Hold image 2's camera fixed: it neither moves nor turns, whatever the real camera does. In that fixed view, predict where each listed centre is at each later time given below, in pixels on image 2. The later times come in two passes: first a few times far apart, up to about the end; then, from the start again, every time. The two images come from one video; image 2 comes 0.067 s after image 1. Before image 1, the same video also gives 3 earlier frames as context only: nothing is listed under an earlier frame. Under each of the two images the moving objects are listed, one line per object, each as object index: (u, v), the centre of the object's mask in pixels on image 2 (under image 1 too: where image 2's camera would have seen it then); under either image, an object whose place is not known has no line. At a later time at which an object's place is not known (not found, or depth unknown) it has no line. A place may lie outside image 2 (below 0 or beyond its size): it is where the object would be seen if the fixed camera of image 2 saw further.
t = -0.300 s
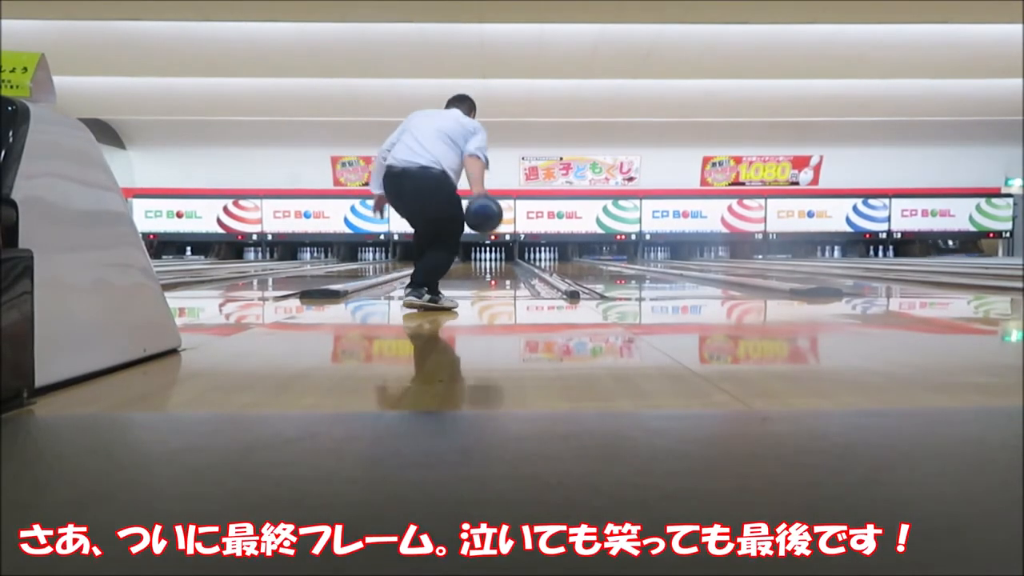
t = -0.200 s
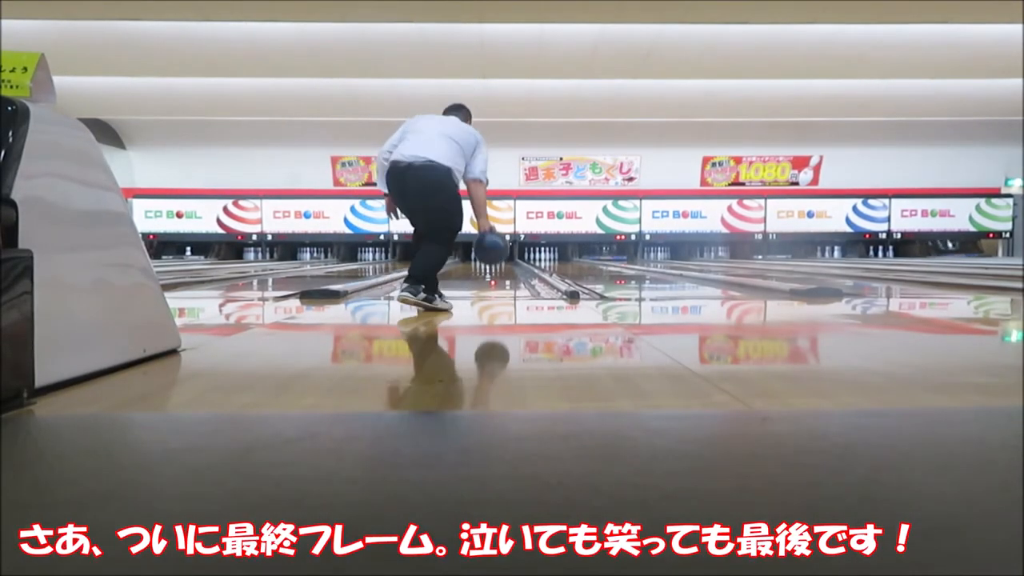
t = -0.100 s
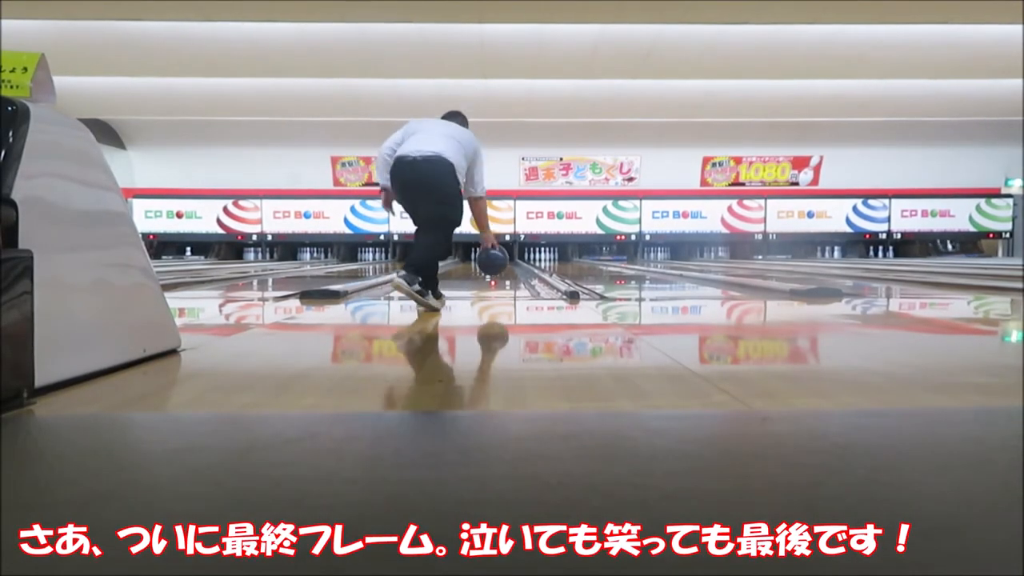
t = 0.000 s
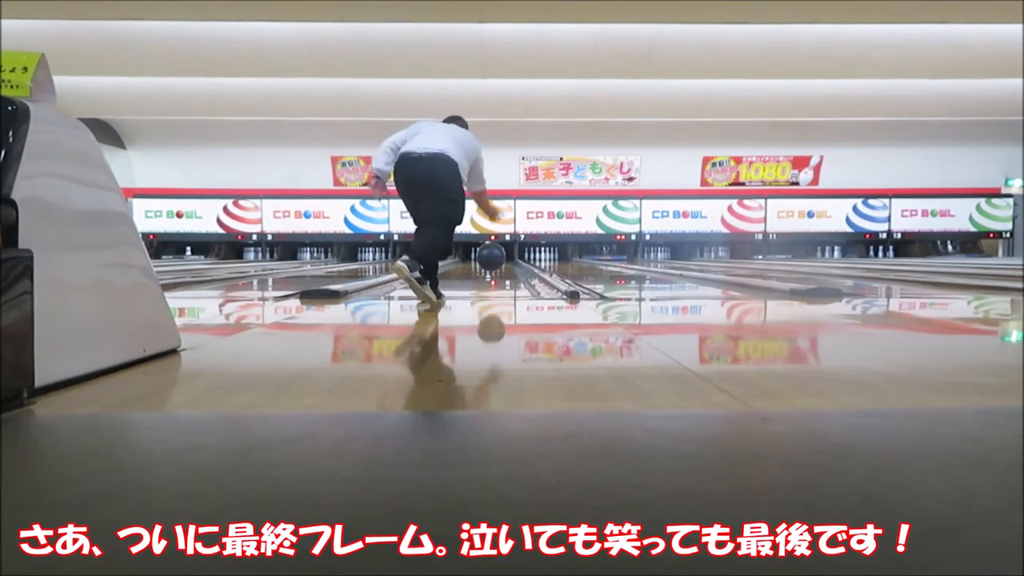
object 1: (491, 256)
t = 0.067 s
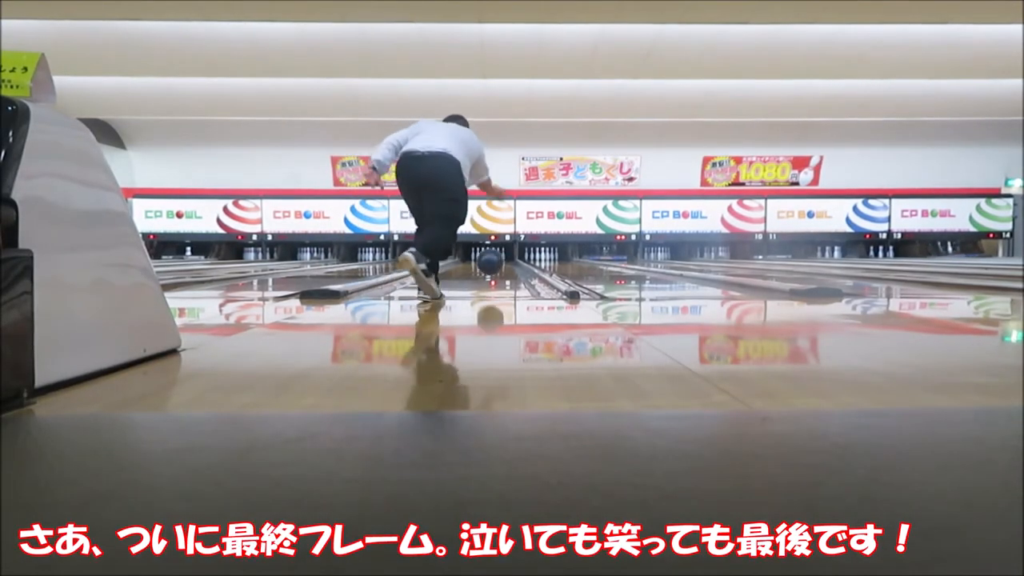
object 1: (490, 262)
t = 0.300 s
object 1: (487, 272)
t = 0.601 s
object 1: (487, 269)
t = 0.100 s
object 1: (489, 266)
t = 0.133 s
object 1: (489, 271)
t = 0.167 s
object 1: (488, 275)
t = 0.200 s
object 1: (488, 274)
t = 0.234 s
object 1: (488, 273)
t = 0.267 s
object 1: (488, 272)
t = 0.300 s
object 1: (487, 272)
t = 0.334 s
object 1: (487, 271)
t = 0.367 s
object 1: (487, 271)
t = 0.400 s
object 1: (487, 270)
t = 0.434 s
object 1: (487, 270)
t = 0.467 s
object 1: (487, 270)
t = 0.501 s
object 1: (487, 270)
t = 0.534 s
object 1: (487, 269)
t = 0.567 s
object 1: (487, 269)
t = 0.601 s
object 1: (487, 269)
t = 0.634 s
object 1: (487, 268)
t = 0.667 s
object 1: (487, 268)
